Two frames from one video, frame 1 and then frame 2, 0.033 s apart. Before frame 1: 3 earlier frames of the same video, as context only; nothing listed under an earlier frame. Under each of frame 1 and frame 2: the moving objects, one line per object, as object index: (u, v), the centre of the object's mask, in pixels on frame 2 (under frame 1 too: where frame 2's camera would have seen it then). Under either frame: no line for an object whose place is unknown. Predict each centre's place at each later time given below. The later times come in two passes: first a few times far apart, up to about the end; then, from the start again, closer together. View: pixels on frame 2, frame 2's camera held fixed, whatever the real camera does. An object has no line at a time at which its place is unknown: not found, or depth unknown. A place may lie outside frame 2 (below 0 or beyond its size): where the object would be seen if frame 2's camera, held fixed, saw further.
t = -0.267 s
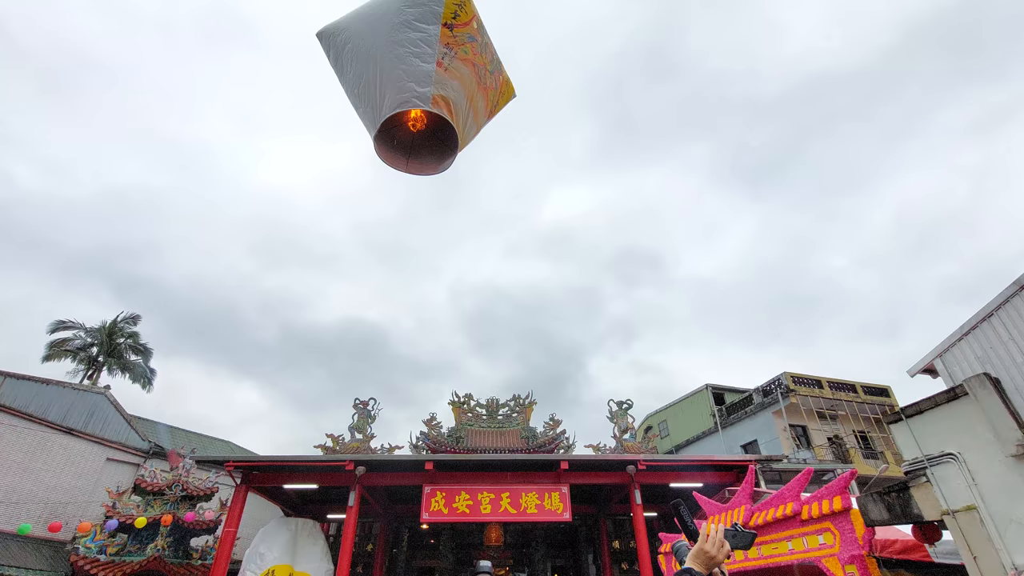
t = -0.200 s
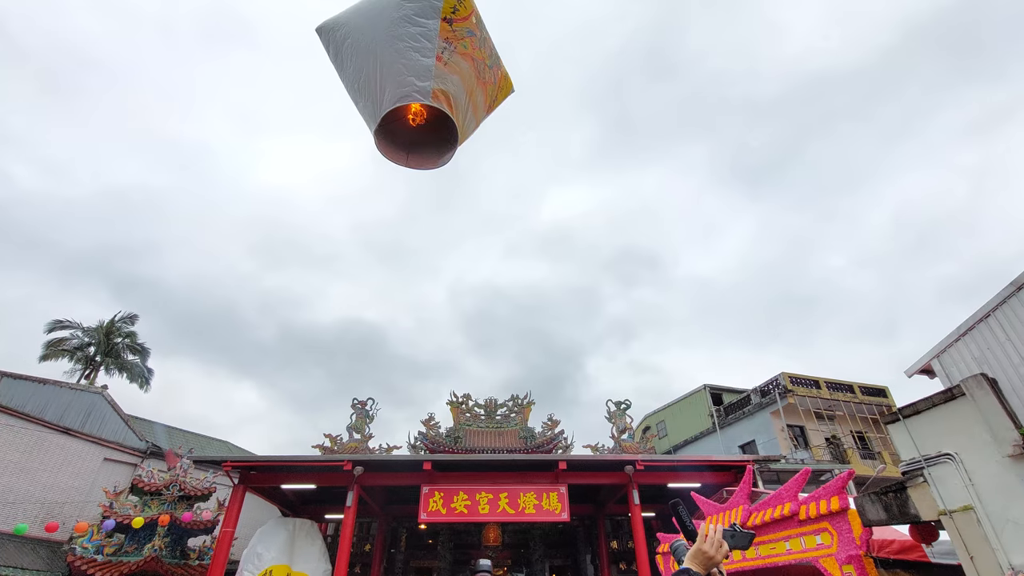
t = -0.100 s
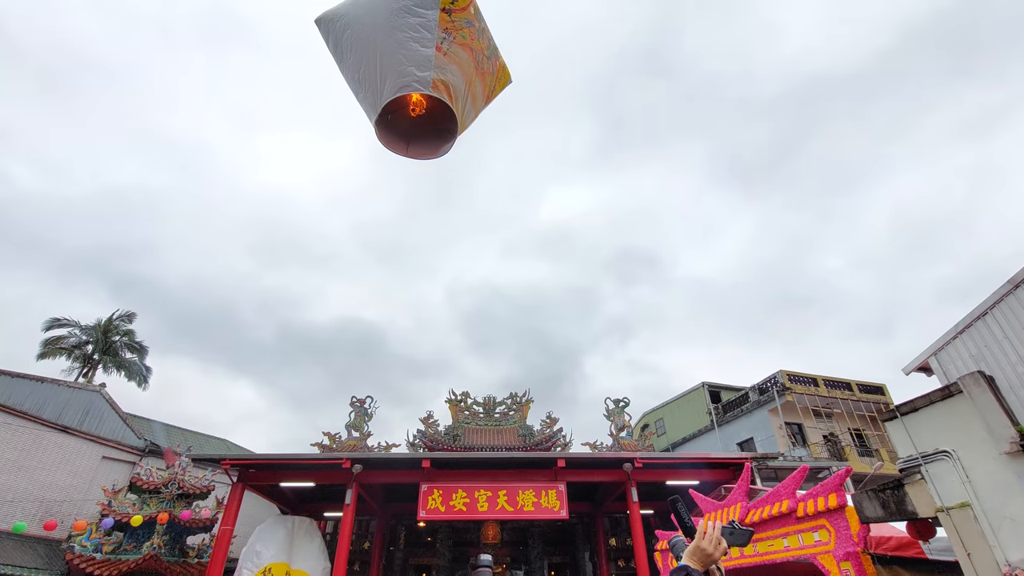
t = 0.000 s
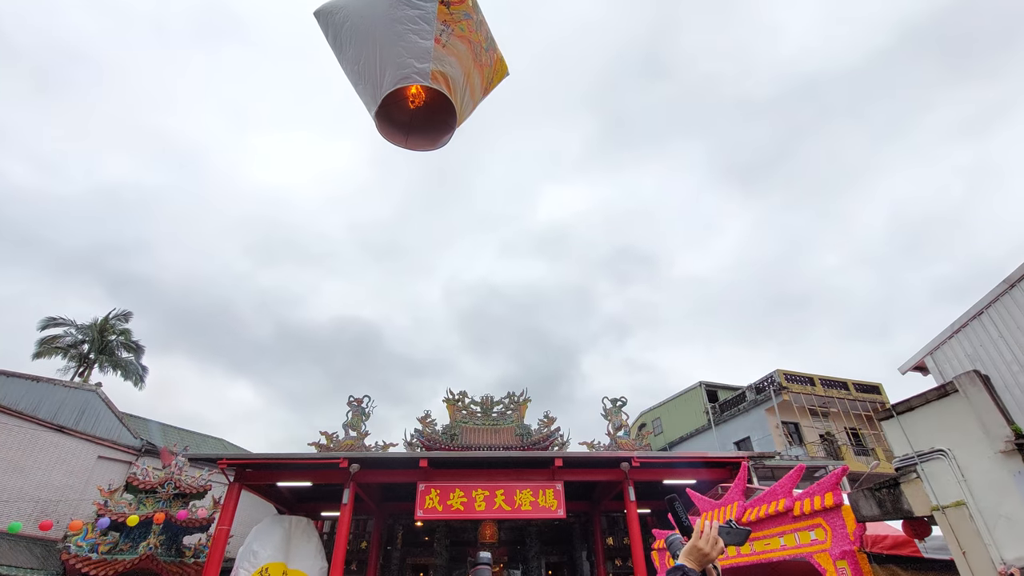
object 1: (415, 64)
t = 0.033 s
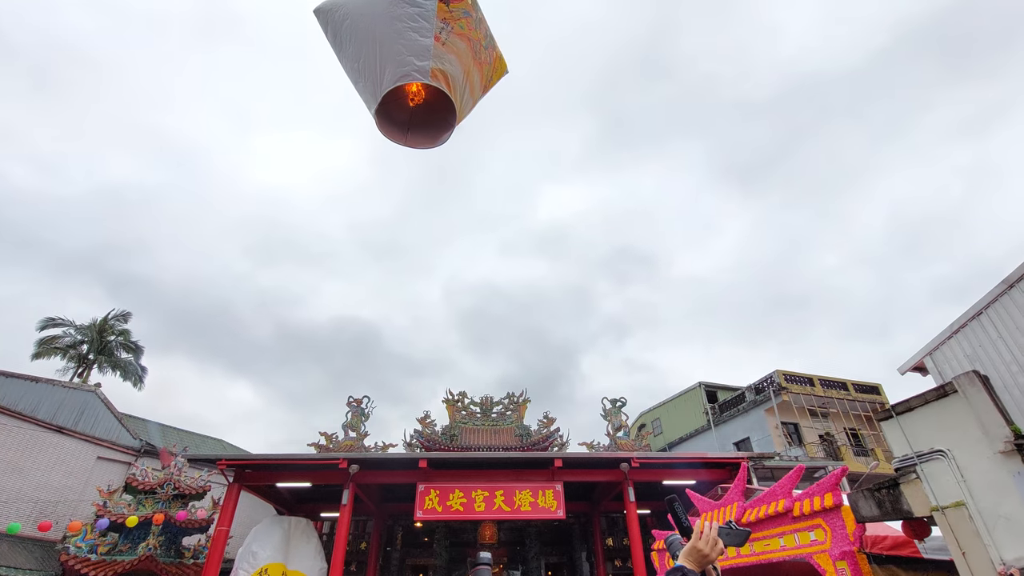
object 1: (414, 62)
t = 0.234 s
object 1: (419, 59)
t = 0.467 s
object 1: (422, 53)
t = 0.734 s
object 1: (425, 45)
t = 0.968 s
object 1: (427, 34)
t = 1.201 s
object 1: (427, 20)
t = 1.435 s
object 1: (427, 9)
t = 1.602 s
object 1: (427, 1)
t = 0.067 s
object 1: (414, 62)
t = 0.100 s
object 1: (415, 61)
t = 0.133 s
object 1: (415, 60)
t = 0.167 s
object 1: (416, 60)
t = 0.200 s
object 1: (418, 60)
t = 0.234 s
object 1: (419, 59)
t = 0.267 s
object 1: (419, 58)
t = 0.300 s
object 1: (420, 57)
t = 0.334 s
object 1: (420, 56)
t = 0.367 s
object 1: (420, 55)
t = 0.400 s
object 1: (421, 55)
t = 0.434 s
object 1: (422, 54)
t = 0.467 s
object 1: (422, 53)
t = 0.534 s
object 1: (423, 51)
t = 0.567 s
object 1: (423, 50)
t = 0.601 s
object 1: (424, 49)
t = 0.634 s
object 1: (424, 48)
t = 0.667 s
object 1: (424, 47)
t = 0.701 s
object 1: (425, 46)
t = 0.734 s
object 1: (425, 45)
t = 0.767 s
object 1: (425, 44)
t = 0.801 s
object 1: (426, 42)
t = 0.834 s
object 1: (426, 41)
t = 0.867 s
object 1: (427, 39)
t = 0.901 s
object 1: (427, 37)
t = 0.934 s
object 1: (427, 36)
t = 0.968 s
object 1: (427, 34)
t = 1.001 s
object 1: (427, 32)
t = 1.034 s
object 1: (427, 31)
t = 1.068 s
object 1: (428, 29)
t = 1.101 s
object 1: (428, 27)
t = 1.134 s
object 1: (428, 25)
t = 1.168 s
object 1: (427, 22)
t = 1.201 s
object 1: (427, 20)
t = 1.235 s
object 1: (427, 18)
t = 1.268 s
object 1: (427, 16)
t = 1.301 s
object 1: (427, 15)
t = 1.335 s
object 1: (427, 14)
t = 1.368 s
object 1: (427, 12)
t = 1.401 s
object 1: (427, 10)
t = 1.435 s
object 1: (427, 9)
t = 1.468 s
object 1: (427, 7)
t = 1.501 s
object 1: (427, 6)
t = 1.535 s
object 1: (427, 4)
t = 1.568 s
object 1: (427, 3)
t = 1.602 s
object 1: (427, 1)
